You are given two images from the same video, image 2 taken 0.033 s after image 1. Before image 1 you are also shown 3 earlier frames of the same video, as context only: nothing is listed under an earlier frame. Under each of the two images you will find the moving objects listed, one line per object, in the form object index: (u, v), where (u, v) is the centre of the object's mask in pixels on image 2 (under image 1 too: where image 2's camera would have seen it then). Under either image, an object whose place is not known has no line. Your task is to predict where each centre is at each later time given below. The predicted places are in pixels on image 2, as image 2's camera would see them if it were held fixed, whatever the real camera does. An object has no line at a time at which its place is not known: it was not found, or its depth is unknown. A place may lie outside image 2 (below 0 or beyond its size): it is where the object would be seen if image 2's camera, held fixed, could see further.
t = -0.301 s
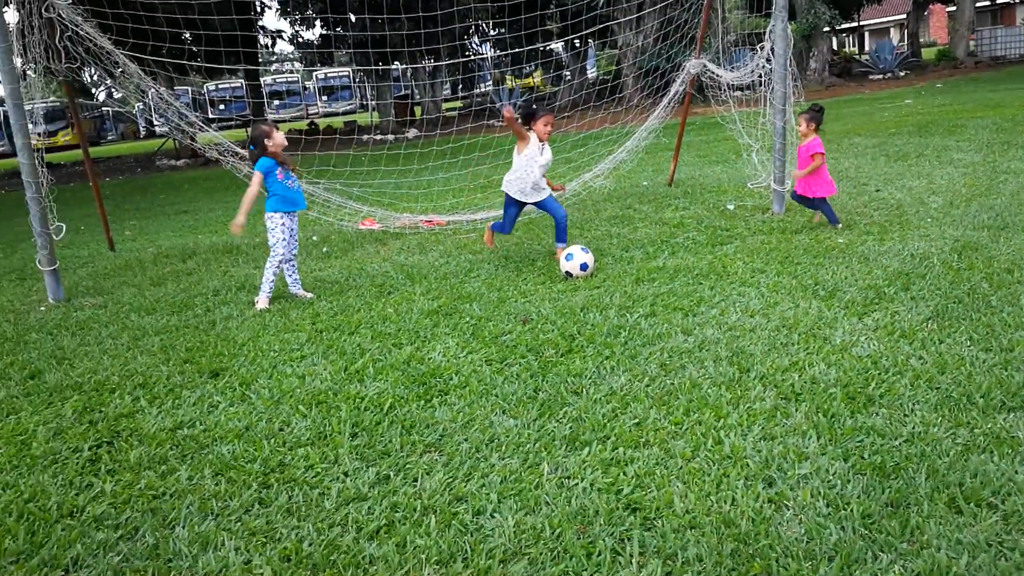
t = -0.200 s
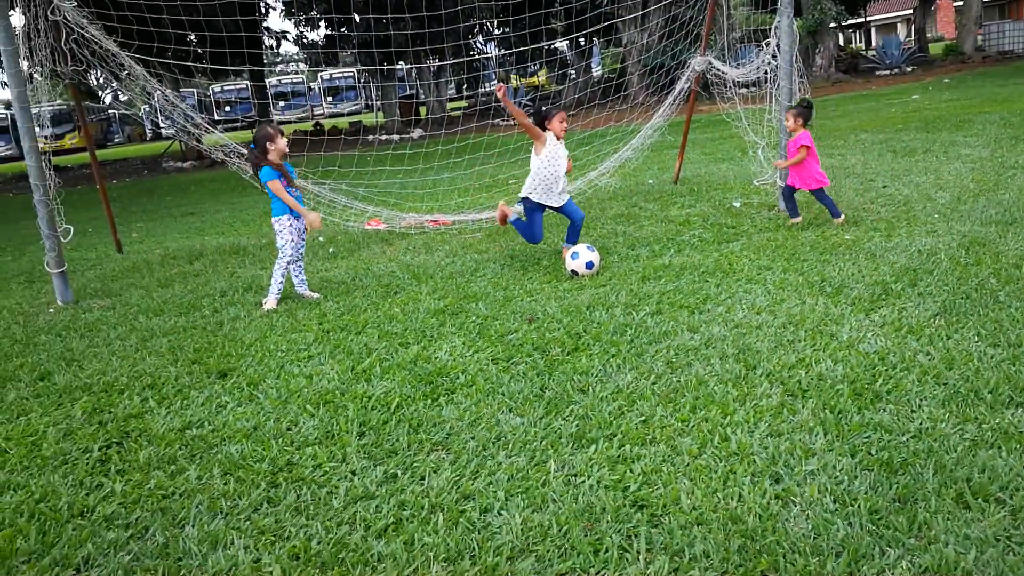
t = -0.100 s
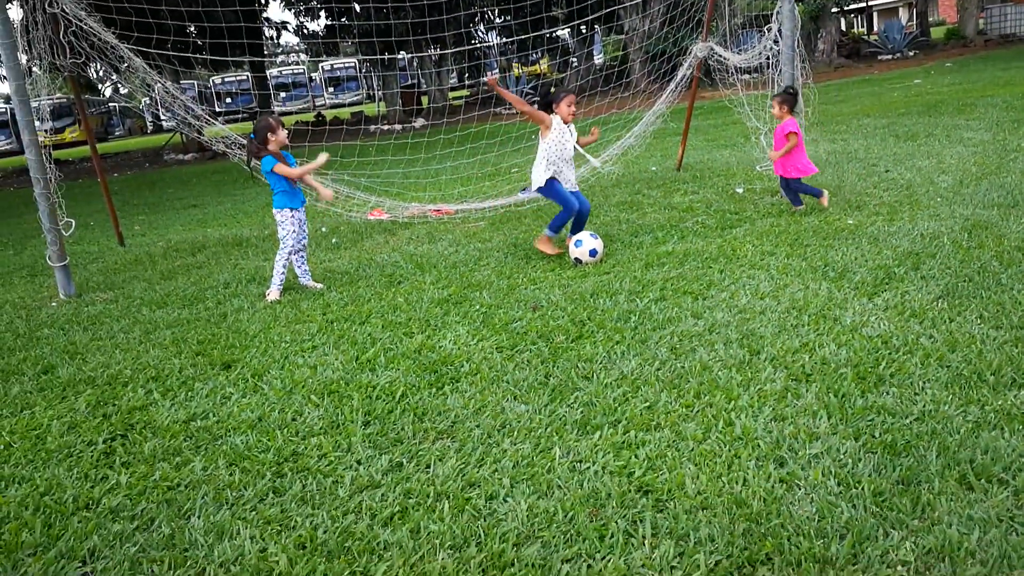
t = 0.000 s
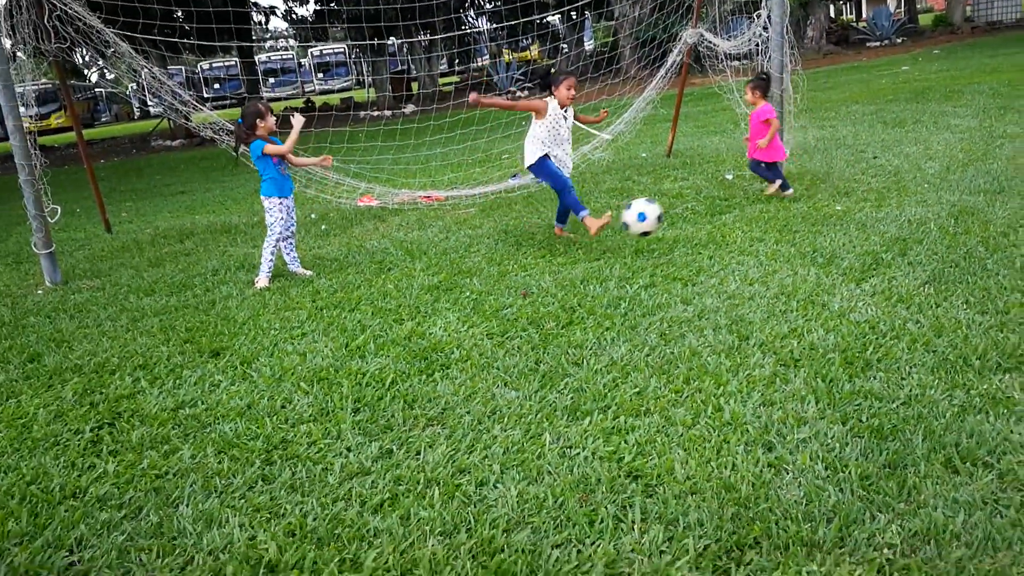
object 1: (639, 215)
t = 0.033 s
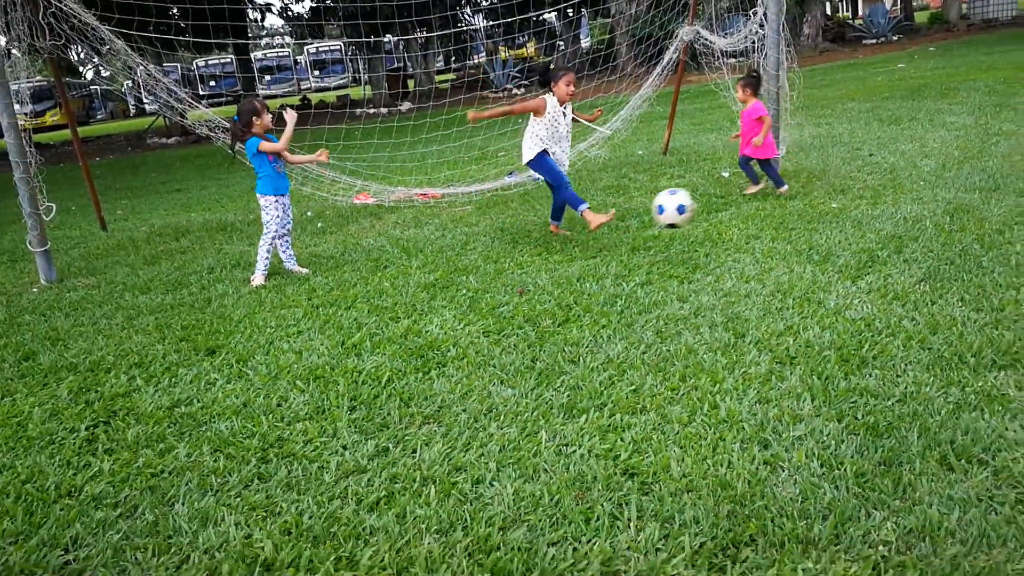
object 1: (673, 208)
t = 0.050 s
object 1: (693, 205)
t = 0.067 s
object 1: (711, 203)
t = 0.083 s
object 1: (732, 201)
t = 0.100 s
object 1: (754, 199)
